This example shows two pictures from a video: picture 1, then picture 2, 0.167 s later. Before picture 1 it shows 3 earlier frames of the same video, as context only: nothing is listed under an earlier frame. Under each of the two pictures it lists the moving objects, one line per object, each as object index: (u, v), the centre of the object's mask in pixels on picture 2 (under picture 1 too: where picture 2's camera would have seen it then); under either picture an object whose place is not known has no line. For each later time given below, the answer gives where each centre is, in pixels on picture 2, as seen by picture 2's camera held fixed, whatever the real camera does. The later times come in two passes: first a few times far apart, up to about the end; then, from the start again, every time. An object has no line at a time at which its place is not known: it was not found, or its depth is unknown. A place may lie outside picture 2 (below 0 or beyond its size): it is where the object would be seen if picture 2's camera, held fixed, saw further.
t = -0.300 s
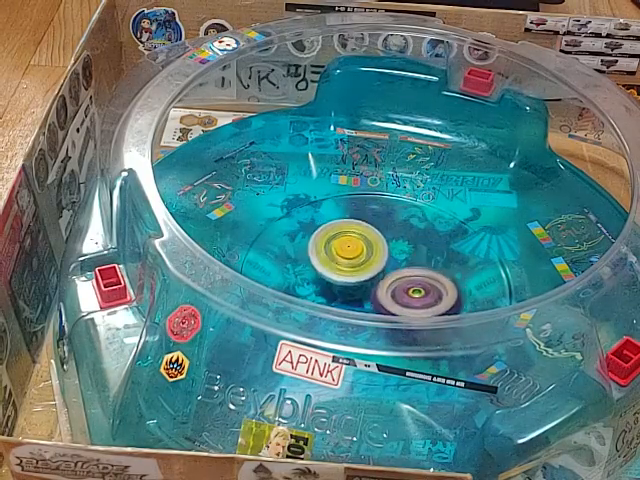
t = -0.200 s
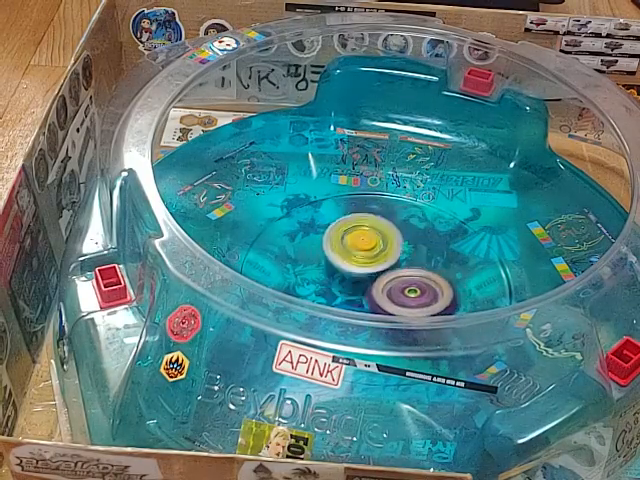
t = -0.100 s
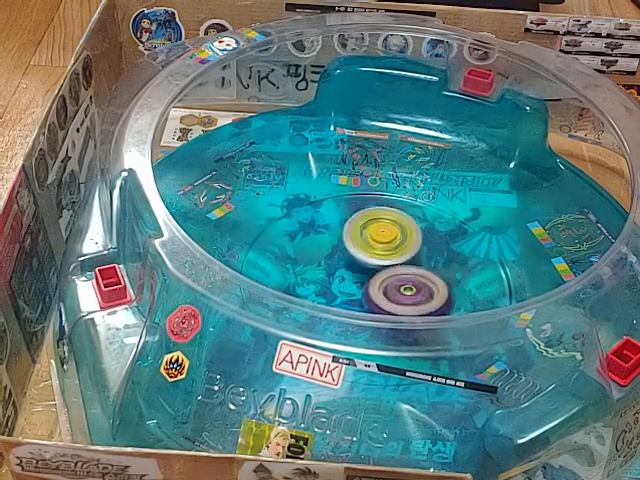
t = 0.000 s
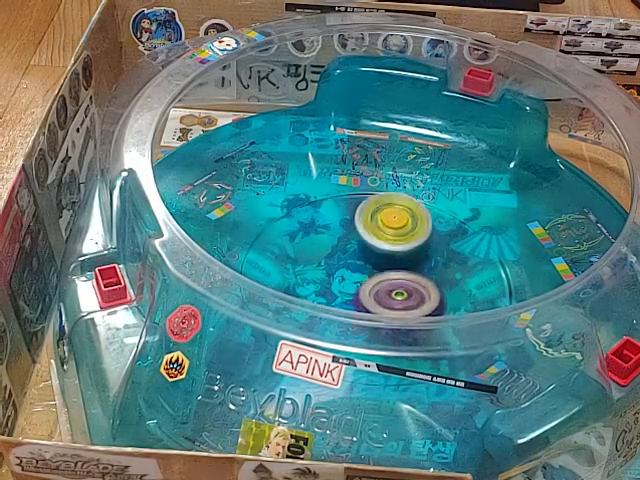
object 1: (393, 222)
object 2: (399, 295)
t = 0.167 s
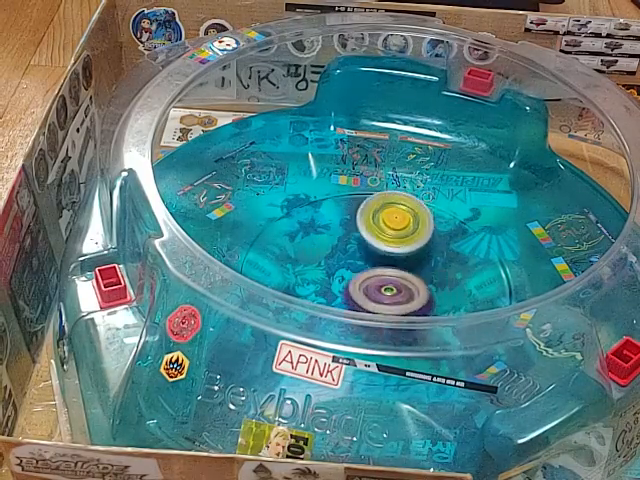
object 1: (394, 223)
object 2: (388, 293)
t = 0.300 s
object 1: (398, 207)
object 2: (374, 314)
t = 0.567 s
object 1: (380, 211)
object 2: (367, 325)
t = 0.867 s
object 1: (387, 264)
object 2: (365, 305)
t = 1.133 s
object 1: (429, 270)
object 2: (354, 294)
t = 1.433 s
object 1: (430, 269)
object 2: (355, 287)
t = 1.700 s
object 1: (431, 281)
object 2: (345, 274)
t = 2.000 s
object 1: (406, 292)
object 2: (348, 252)
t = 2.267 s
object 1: (390, 316)
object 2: (366, 239)
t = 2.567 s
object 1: (419, 304)
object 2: (374, 251)
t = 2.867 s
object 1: (391, 298)
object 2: (389, 245)
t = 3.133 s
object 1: (315, 257)
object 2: (412, 236)
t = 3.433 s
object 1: (323, 210)
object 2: (409, 240)
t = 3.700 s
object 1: (370, 207)
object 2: (407, 263)
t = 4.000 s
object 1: (440, 245)
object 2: (389, 289)
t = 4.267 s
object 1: (488, 274)
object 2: (318, 292)
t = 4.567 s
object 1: (420, 303)
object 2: (330, 295)
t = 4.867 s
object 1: (354, 296)
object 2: (280, 262)
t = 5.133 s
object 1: (375, 285)
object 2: (270, 230)
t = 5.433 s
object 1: (388, 231)
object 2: (284, 246)
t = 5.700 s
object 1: (402, 236)
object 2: (293, 259)
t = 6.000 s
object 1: (415, 277)
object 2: (303, 267)
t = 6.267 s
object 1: (393, 299)
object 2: (306, 270)
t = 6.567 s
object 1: (403, 297)
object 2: (330, 267)
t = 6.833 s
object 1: (423, 291)
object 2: (368, 246)
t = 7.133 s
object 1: (408, 301)
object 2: (403, 236)
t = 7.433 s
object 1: (361, 302)
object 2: (402, 264)
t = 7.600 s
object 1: (340, 285)
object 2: (402, 264)
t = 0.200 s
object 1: (392, 228)
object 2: (388, 292)
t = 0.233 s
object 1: (390, 232)
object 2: (387, 291)
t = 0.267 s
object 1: (391, 228)
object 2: (382, 293)
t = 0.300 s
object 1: (398, 207)
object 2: (374, 314)
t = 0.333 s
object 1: (402, 191)
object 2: (366, 321)
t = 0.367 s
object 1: (405, 179)
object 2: (360, 325)
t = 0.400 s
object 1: (405, 175)
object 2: (358, 326)
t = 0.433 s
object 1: (402, 178)
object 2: (358, 326)
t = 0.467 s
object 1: (396, 185)
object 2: (359, 326)
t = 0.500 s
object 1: (391, 192)
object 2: (362, 326)
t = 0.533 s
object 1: (386, 201)
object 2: (365, 325)
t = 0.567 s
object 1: (380, 211)
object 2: (367, 325)
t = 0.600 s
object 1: (374, 221)
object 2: (367, 325)
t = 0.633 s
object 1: (370, 231)
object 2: (370, 326)
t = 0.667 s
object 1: (365, 241)
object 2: (369, 322)
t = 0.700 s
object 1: (361, 249)
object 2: (370, 314)
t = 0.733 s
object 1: (359, 257)
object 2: (369, 303)
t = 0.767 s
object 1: (361, 261)
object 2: (370, 302)
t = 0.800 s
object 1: (369, 262)
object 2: (370, 304)
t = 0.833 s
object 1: (378, 262)
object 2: (367, 305)
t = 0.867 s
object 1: (387, 264)
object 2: (365, 305)
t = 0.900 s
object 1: (396, 268)
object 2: (363, 304)
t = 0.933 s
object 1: (403, 272)
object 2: (361, 302)
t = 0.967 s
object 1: (410, 276)
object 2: (359, 301)
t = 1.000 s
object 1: (416, 277)
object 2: (355, 299)
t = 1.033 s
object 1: (421, 277)
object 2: (354, 298)
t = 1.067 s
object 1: (424, 276)
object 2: (353, 297)
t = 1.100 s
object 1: (427, 273)
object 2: (353, 295)
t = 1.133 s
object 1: (429, 270)
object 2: (354, 294)
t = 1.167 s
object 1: (430, 268)
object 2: (355, 294)
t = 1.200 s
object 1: (432, 266)
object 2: (355, 294)
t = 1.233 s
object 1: (433, 264)
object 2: (356, 293)
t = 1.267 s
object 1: (433, 263)
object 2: (356, 292)
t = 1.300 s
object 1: (434, 263)
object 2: (356, 291)
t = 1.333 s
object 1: (434, 264)
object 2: (356, 291)
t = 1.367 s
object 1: (433, 266)
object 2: (356, 289)
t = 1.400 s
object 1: (432, 267)
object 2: (355, 288)
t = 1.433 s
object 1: (430, 269)
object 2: (355, 287)
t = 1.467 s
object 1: (433, 269)
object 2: (351, 286)
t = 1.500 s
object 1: (438, 270)
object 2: (346, 284)
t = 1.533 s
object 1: (439, 270)
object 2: (343, 282)
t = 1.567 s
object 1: (439, 272)
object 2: (343, 281)
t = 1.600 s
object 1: (438, 274)
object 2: (342, 279)
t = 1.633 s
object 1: (437, 276)
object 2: (343, 277)
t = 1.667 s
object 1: (434, 278)
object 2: (343, 276)
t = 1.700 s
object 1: (431, 281)
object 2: (345, 274)
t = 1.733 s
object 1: (427, 284)
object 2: (345, 273)
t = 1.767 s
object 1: (425, 286)
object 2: (345, 271)
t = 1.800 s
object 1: (422, 288)
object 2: (345, 268)
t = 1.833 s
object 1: (420, 290)
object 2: (343, 265)
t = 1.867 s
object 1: (420, 292)
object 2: (343, 262)
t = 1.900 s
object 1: (419, 292)
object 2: (343, 259)
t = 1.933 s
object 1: (415, 293)
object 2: (345, 257)
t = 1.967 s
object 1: (410, 292)
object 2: (346, 255)
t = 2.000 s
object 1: (406, 292)
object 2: (348, 252)
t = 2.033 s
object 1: (404, 293)
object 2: (349, 249)
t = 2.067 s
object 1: (400, 292)
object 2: (351, 246)
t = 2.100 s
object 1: (395, 291)
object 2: (352, 244)
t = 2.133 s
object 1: (389, 306)
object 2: (356, 241)
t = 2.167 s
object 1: (386, 312)
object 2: (360, 240)
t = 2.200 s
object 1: (385, 315)
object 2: (362, 237)
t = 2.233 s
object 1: (387, 316)
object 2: (365, 239)
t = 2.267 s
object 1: (390, 316)
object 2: (366, 239)
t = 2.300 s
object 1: (395, 324)
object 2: (369, 239)
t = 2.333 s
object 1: (401, 327)
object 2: (372, 242)
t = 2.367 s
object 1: (406, 331)
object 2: (372, 243)
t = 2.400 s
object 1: (411, 330)
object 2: (373, 246)
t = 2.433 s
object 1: (412, 329)
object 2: (374, 247)
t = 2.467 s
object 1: (413, 327)
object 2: (373, 248)
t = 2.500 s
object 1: (414, 317)
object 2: (374, 249)
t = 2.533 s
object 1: (414, 315)
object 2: (374, 250)
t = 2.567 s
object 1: (419, 304)
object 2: (374, 251)
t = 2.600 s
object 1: (419, 302)
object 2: (376, 253)
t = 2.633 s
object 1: (420, 301)
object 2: (376, 253)
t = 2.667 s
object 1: (421, 300)
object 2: (377, 251)
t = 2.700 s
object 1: (420, 300)
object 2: (378, 250)
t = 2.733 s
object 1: (417, 299)
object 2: (379, 249)
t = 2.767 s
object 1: (413, 300)
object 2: (381, 249)
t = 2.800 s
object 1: (407, 300)
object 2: (383, 247)
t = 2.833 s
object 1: (401, 299)
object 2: (385, 247)
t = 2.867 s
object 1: (391, 298)
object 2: (389, 245)
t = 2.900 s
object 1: (383, 296)
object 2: (391, 243)
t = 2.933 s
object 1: (374, 293)
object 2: (392, 243)
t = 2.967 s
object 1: (360, 289)
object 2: (398, 241)
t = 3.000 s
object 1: (345, 285)
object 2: (406, 238)
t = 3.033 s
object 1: (334, 280)
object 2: (410, 237)
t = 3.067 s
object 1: (325, 273)
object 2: (411, 236)
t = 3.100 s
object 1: (319, 264)
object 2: (412, 236)
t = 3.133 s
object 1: (315, 257)
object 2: (412, 236)
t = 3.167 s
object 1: (312, 250)
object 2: (411, 236)
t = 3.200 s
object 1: (310, 244)
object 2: (411, 235)
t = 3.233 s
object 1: (309, 237)
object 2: (411, 235)
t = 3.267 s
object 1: (310, 231)
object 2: (411, 236)
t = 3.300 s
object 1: (311, 225)
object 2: (411, 237)
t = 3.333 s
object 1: (313, 220)
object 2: (411, 237)
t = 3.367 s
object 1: (316, 216)
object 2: (411, 238)
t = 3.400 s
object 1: (319, 212)
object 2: (410, 239)
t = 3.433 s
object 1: (323, 210)
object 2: (409, 240)
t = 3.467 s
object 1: (328, 208)
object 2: (409, 241)
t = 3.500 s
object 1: (333, 207)
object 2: (408, 243)
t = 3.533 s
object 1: (338, 207)
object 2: (407, 245)
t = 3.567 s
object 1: (344, 208)
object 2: (406, 247)
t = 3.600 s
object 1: (349, 206)
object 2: (408, 252)
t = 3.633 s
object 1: (355, 204)
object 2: (408, 257)
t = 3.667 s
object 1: (362, 205)
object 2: (409, 261)
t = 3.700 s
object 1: (370, 207)
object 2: (407, 263)
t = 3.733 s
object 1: (377, 209)
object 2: (406, 265)
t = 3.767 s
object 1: (386, 210)
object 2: (403, 272)
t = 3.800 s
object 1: (396, 212)
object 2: (400, 279)
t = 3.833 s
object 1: (404, 216)
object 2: (397, 282)
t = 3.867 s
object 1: (412, 220)
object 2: (395, 284)
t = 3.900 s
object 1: (421, 225)
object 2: (393, 285)
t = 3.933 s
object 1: (428, 232)
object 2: (392, 286)
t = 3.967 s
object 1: (435, 239)
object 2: (390, 288)
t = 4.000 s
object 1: (440, 245)
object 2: (389, 289)
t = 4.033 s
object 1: (444, 253)
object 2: (387, 289)
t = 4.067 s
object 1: (458, 256)
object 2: (372, 290)
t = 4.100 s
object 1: (473, 255)
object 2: (358, 291)
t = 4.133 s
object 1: (485, 257)
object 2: (345, 292)
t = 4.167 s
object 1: (491, 261)
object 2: (334, 292)
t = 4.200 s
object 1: (492, 265)
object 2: (328, 292)
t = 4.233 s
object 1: (490, 269)
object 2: (322, 292)
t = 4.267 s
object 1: (488, 274)
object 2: (318, 292)
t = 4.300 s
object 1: (484, 277)
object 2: (318, 294)
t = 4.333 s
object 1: (479, 282)
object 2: (319, 295)
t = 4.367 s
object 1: (473, 286)
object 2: (321, 295)
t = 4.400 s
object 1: (467, 290)
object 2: (324, 296)
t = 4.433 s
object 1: (459, 294)
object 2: (324, 296)
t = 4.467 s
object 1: (449, 297)
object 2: (326, 296)
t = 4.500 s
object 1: (440, 299)
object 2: (328, 297)
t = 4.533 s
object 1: (430, 302)
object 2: (328, 296)
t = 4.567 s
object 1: (420, 303)
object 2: (330, 295)
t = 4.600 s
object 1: (416, 306)
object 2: (328, 294)
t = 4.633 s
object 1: (416, 308)
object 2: (314, 288)
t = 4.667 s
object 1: (416, 308)
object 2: (305, 282)
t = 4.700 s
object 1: (405, 308)
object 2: (296, 276)
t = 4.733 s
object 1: (395, 307)
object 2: (290, 271)
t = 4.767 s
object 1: (383, 306)
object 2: (284, 266)
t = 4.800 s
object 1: (372, 302)
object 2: (280, 263)
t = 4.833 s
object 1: (363, 300)
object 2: (279, 262)
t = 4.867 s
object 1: (354, 296)
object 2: (280, 262)
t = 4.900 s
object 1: (348, 294)
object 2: (280, 261)
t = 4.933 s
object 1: (354, 295)
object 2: (273, 251)
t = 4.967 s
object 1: (360, 297)
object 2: (266, 241)
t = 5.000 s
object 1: (366, 298)
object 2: (263, 234)
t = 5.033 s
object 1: (372, 296)
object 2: (263, 229)
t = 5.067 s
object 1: (374, 294)
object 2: (263, 228)
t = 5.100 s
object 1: (374, 290)
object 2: (266, 228)
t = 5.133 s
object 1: (375, 285)
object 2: (270, 230)
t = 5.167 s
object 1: (374, 280)
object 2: (275, 232)
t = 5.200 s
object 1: (374, 272)
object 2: (278, 234)
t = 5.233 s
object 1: (375, 265)
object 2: (281, 236)
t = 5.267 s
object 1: (376, 258)
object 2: (282, 239)
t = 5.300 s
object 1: (378, 251)
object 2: (281, 240)
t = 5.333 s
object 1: (381, 246)
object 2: (281, 241)
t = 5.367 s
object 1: (383, 240)
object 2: (282, 243)
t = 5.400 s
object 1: (385, 235)
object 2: (283, 245)
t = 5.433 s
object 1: (388, 231)
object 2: (284, 246)
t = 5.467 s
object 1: (390, 228)
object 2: (284, 249)
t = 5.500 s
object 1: (393, 225)
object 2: (285, 251)
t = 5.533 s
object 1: (395, 226)
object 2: (286, 252)
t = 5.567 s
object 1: (398, 225)
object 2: (287, 254)
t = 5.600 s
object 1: (399, 227)
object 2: (287, 255)
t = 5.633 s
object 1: (400, 230)
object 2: (288, 256)
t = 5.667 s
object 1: (402, 232)
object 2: (290, 257)
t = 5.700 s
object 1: (402, 236)
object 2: (293, 259)
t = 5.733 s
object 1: (404, 239)
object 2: (294, 261)
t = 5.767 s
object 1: (405, 243)
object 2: (296, 262)
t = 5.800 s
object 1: (406, 248)
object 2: (297, 263)
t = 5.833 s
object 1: (408, 252)
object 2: (298, 264)
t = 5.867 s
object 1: (410, 257)
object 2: (299, 264)
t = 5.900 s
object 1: (412, 262)
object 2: (300, 265)
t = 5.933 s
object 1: (414, 267)
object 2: (301, 265)
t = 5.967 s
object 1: (415, 272)
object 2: (302, 266)
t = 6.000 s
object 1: (415, 277)
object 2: (303, 267)
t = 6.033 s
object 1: (414, 282)
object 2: (304, 268)
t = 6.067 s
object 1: (412, 285)
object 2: (305, 268)
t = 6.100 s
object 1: (411, 289)
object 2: (305, 269)
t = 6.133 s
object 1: (408, 292)
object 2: (306, 269)
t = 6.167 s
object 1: (404, 294)
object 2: (307, 270)
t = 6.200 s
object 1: (400, 296)
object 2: (308, 270)
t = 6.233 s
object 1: (395, 297)
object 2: (308, 270)
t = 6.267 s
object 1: (393, 299)
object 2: (306, 270)
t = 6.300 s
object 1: (391, 300)
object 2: (306, 269)
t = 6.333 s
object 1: (391, 302)
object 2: (310, 269)
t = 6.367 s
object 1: (395, 302)
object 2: (311, 269)
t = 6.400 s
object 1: (396, 302)
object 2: (321, 270)
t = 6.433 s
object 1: (394, 302)
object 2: (324, 270)
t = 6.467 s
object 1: (394, 300)
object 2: (326, 272)
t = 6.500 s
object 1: (398, 299)
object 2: (326, 268)
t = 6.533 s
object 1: (401, 299)
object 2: (327, 268)
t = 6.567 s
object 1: (403, 297)
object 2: (330, 267)
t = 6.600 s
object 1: (403, 297)
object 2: (333, 268)
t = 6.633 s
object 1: (404, 295)
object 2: (339, 267)
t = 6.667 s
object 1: (406, 294)
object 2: (345, 267)
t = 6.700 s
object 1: (411, 294)
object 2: (349, 266)
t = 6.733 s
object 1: (416, 295)
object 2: (353, 257)
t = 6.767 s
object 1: (419, 294)
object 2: (358, 254)
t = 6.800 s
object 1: (421, 292)
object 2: (362, 247)
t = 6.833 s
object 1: (423, 291)
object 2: (368, 246)
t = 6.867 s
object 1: (425, 290)
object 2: (372, 244)
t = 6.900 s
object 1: (424, 290)
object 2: (376, 243)
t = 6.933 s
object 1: (424, 289)
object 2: (379, 244)
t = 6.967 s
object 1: (422, 288)
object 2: (381, 242)
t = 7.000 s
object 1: (419, 288)
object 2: (384, 242)
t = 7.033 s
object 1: (416, 289)
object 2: (387, 240)
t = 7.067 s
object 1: (412, 295)
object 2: (397, 237)
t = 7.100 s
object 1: (410, 298)
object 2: (402, 237)
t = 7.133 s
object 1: (408, 301)
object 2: (403, 236)
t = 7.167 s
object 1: (408, 304)
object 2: (406, 240)
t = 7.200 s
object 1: (406, 305)
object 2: (404, 239)
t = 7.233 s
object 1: (404, 307)
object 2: (404, 243)
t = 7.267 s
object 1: (400, 308)
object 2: (403, 245)
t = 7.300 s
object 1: (392, 309)
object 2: (404, 248)
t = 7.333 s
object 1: (384, 308)
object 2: (403, 252)
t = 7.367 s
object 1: (374, 307)
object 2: (400, 256)
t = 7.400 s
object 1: (367, 304)
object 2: (401, 260)
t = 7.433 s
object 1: (361, 302)
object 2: (402, 264)
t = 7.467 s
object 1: (356, 298)
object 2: (402, 271)
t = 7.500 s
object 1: (350, 295)
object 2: (402, 264)
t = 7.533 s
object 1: (345, 291)
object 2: (403, 264)
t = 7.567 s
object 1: (341, 288)
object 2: (402, 264)
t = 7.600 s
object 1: (340, 285)
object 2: (402, 264)
